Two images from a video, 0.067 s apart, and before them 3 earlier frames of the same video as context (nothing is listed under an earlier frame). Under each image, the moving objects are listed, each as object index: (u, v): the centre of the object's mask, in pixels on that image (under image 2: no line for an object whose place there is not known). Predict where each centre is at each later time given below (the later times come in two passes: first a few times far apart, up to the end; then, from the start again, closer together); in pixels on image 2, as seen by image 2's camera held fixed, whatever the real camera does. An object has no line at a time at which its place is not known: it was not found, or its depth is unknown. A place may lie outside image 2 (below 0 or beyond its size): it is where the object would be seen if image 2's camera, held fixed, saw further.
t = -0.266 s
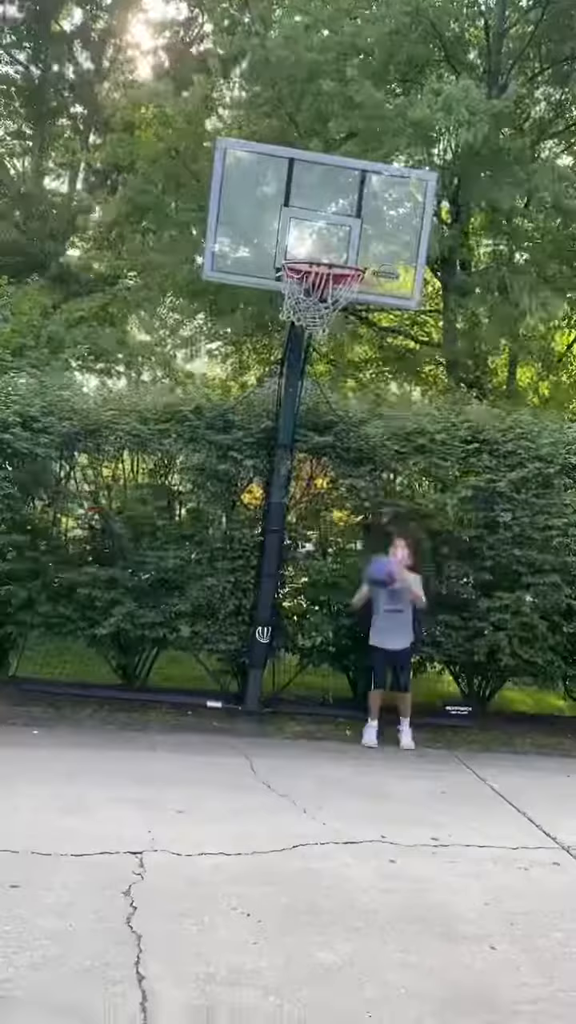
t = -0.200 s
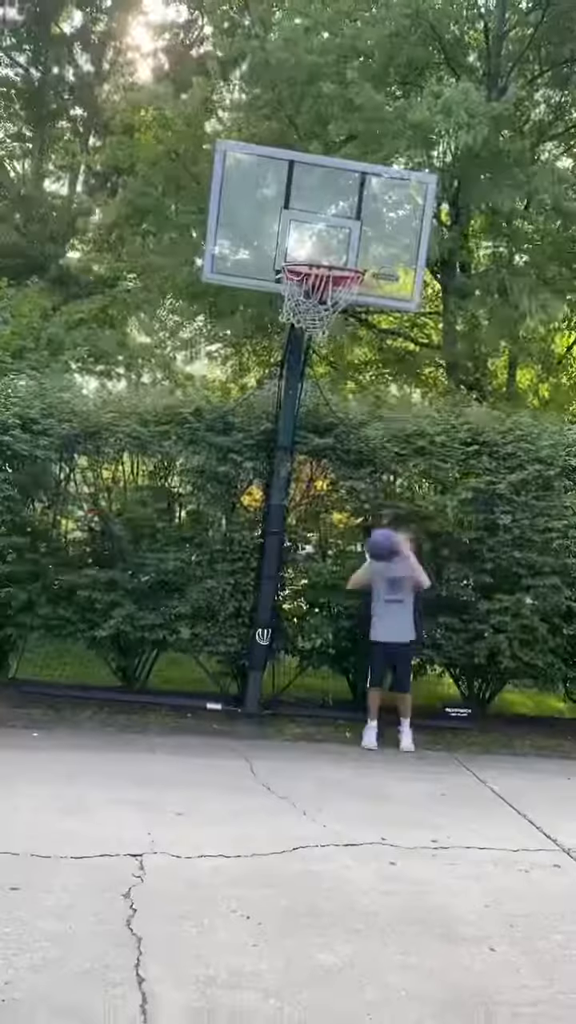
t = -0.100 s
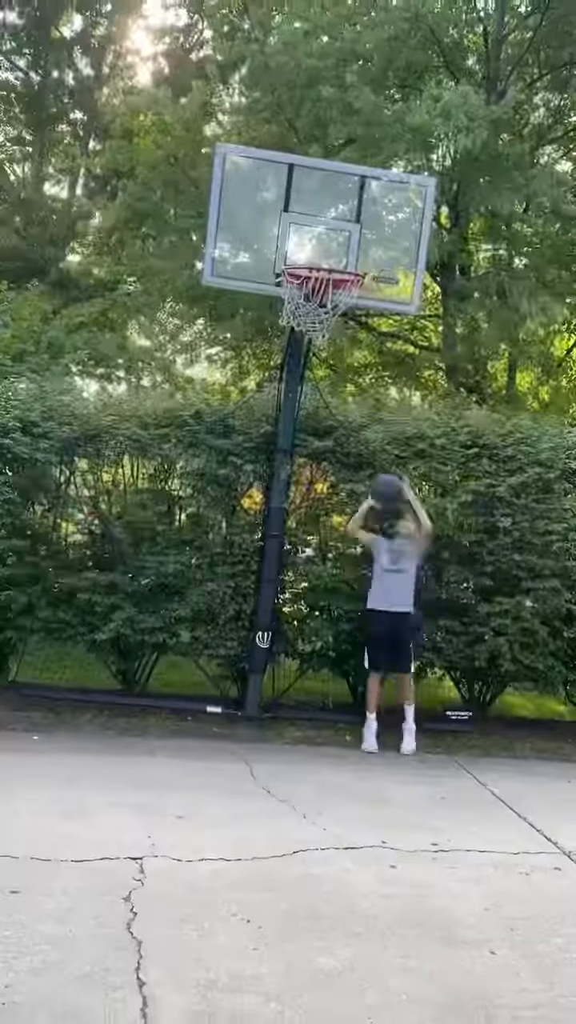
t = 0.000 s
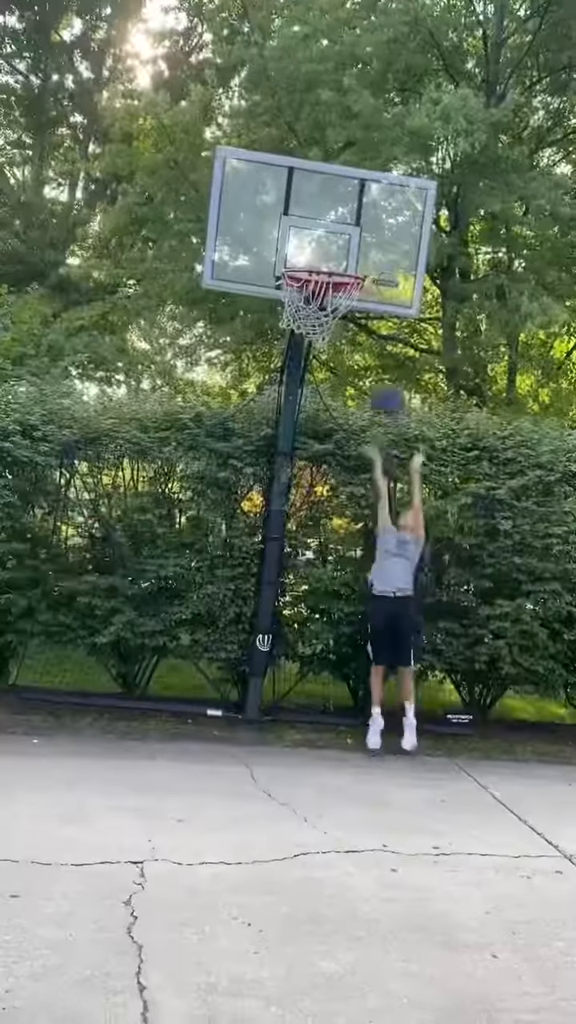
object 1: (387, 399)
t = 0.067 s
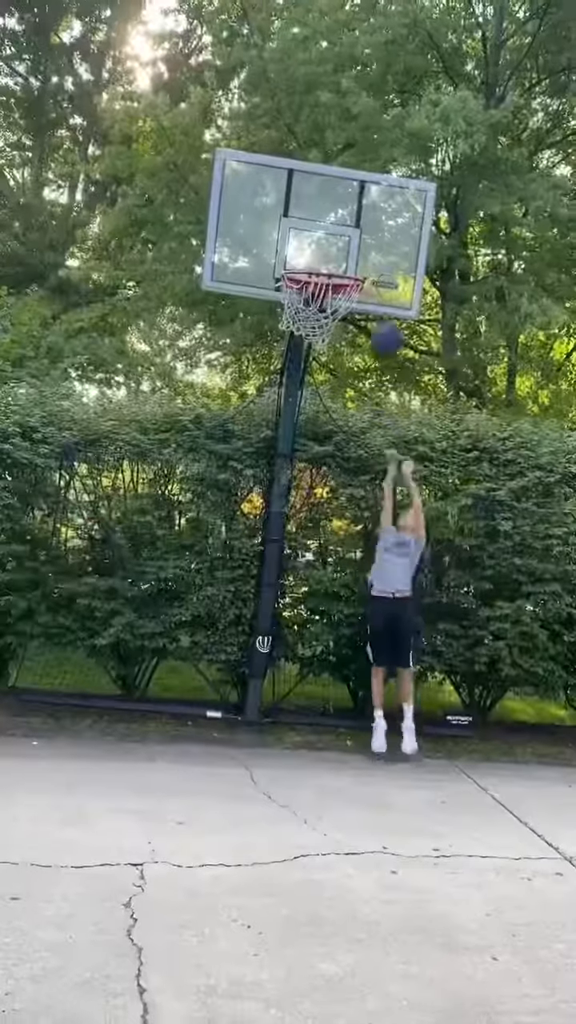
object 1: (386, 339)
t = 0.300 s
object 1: (382, 162)
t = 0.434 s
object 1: (373, 102)
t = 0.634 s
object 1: (362, 59)
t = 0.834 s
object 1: (348, 70)
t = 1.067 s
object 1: (324, 170)
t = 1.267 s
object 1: (317, 318)
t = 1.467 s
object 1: (345, 414)
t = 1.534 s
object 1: (353, 454)
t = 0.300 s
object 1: (382, 162)
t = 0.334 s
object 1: (377, 151)
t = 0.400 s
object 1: (373, 119)
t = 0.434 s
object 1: (373, 102)
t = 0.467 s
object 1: (371, 92)
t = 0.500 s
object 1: (369, 81)
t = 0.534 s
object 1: (370, 75)
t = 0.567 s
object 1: (367, 67)
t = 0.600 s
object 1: (365, 62)
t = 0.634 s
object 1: (362, 59)
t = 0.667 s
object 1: (357, 56)
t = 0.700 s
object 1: (356, 56)
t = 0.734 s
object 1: (355, 56)
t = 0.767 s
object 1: (353, 58)
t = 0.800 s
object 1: (351, 62)
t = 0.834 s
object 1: (348, 70)
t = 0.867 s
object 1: (346, 73)
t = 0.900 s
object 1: (342, 87)
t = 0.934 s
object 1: (338, 101)
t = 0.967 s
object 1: (336, 116)
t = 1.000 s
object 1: (332, 132)
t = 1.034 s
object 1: (328, 151)
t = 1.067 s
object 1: (324, 170)
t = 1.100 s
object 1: (320, 192)
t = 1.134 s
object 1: (316, 217)
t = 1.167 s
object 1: (312, 242)
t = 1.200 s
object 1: (308, 263)
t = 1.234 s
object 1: (313, 306)
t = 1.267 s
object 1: (317, 318)
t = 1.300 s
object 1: (319, 344)
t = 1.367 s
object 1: (333, 363)
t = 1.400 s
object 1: (337, 379)
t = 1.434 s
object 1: (340, 396)
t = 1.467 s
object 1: (345, 414)
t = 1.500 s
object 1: (349, 432)
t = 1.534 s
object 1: (353, 454)
